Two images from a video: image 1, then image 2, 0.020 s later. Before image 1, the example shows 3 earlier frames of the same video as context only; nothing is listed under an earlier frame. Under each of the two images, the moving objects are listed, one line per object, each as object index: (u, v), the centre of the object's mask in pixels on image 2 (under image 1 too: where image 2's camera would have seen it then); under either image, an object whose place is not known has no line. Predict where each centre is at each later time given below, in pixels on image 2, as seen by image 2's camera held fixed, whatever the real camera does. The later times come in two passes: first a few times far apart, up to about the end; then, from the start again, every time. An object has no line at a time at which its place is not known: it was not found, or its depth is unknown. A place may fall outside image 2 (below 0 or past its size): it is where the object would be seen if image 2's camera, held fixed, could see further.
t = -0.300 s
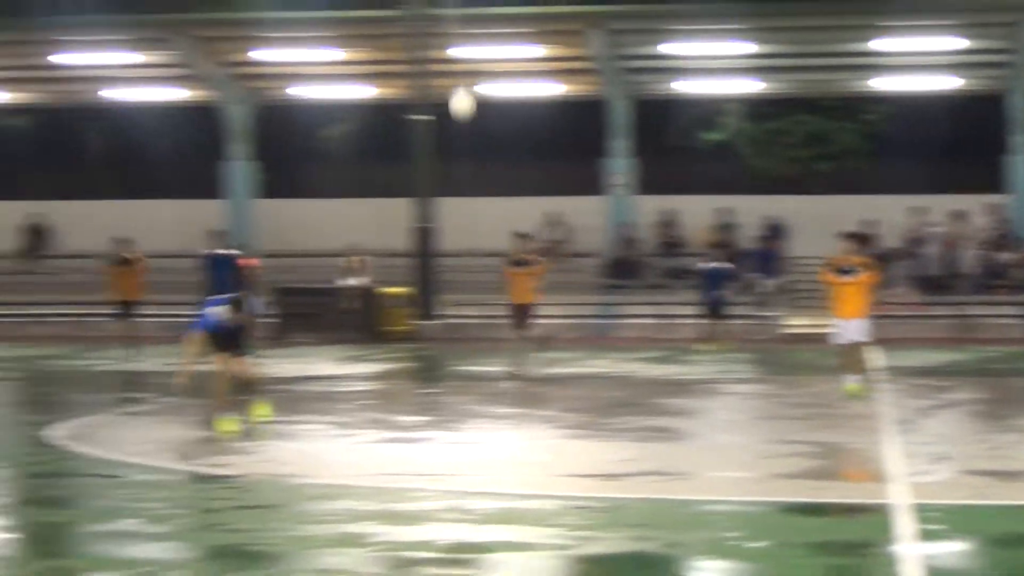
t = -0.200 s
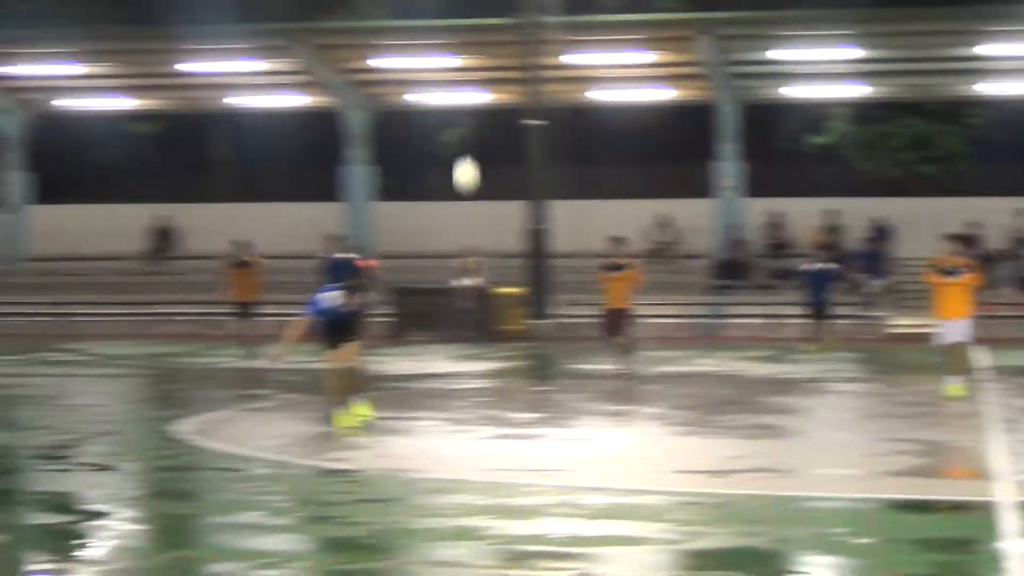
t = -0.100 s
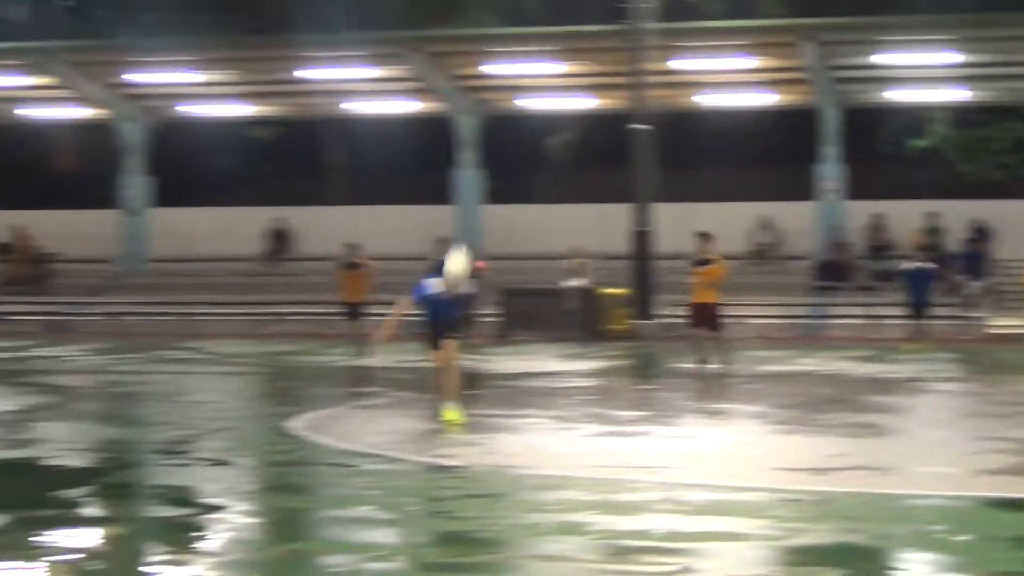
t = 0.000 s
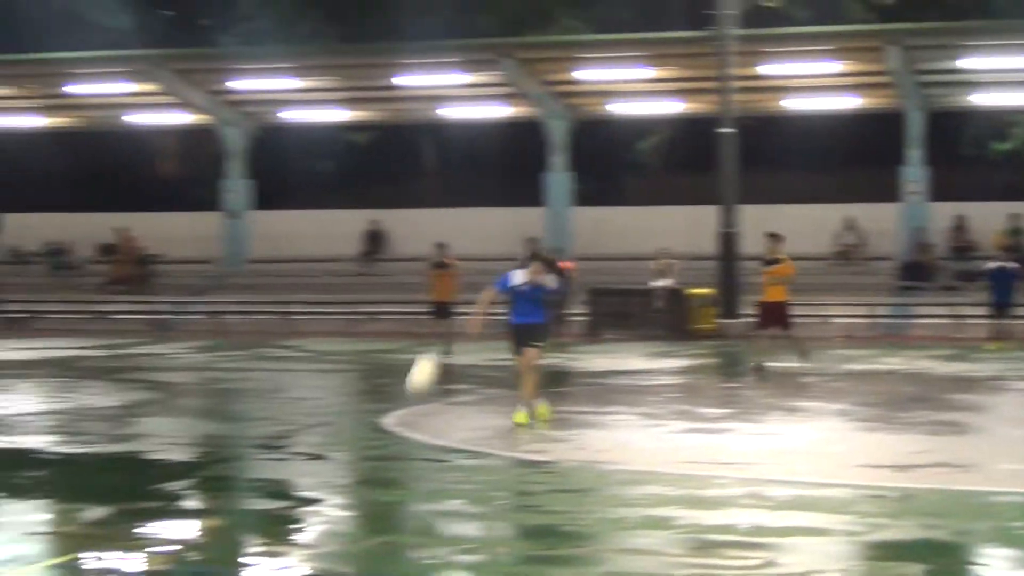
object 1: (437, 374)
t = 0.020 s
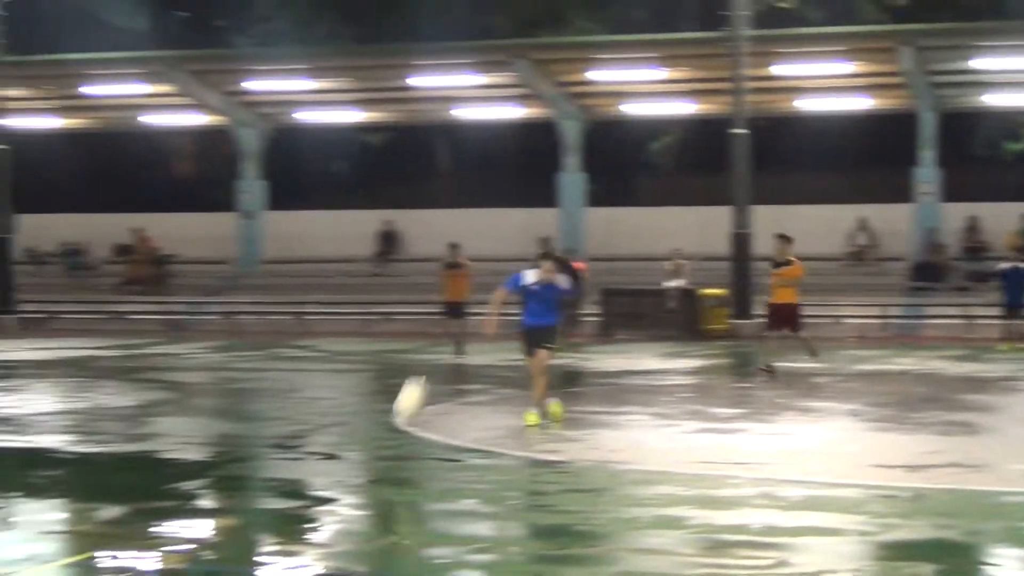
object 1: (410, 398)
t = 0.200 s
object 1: (266, 339)
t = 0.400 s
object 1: (129, 199)
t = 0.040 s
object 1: (383, 425)
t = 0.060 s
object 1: (357, 450)
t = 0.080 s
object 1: (339, 445)
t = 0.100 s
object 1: (328, 428)
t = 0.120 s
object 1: (316, 409)
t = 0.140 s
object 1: (303, 391)
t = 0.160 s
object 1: (290, 372)
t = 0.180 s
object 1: (279, 355)
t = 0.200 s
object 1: (266, 339)
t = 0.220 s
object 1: (253, 322)
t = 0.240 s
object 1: (240, 306)
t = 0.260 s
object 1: (227, 292)
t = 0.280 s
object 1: (213, 276)
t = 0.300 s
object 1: (200, 263)
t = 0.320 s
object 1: (186, 249)
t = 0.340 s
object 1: (172, 236)
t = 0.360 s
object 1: (157, 222)
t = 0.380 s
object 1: (143, 212)
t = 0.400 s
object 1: (129, 199)
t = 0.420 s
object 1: (115, 190)
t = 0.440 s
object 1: (99, 178)
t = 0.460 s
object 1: (81, 167)
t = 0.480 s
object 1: (64, 156)
